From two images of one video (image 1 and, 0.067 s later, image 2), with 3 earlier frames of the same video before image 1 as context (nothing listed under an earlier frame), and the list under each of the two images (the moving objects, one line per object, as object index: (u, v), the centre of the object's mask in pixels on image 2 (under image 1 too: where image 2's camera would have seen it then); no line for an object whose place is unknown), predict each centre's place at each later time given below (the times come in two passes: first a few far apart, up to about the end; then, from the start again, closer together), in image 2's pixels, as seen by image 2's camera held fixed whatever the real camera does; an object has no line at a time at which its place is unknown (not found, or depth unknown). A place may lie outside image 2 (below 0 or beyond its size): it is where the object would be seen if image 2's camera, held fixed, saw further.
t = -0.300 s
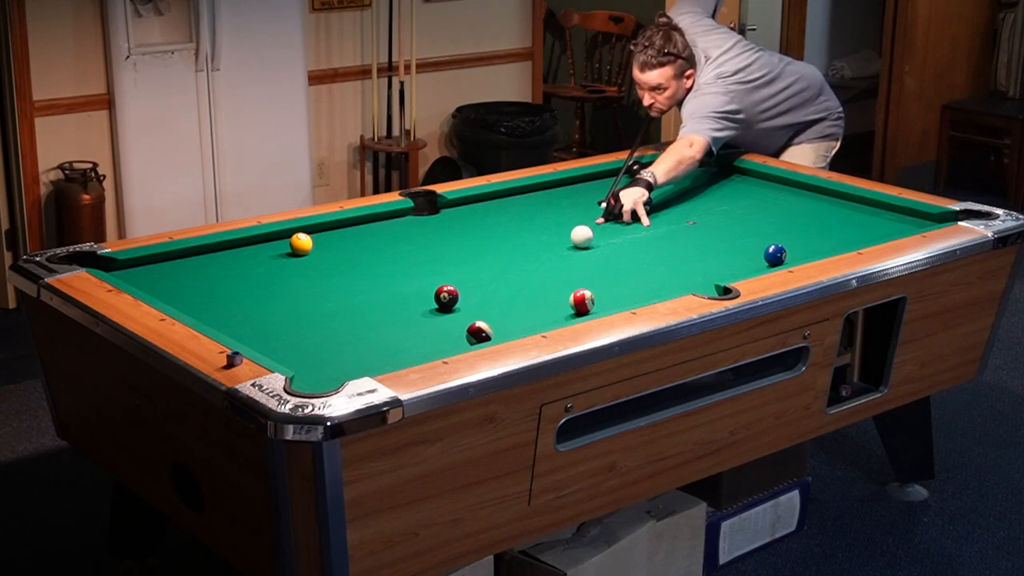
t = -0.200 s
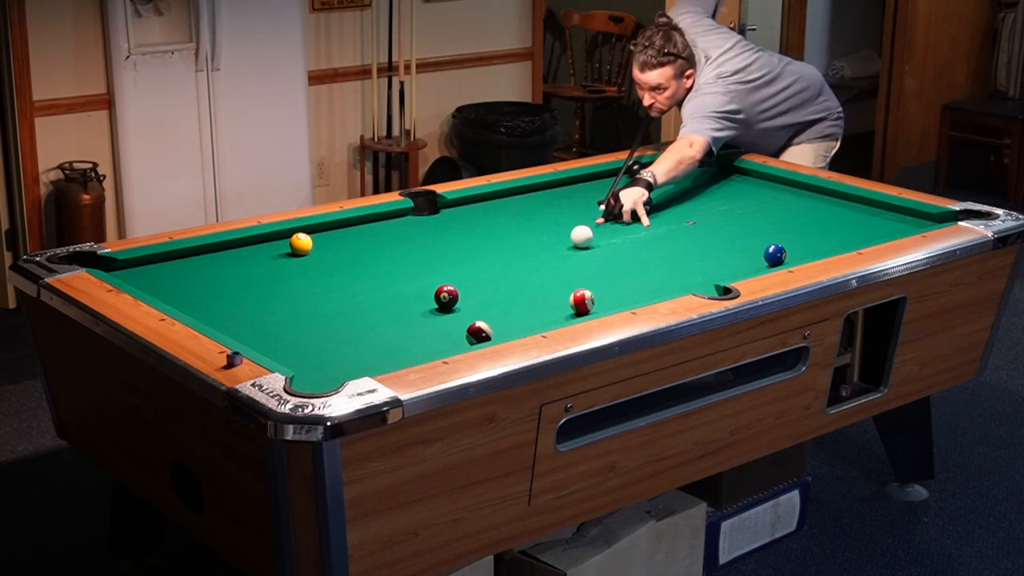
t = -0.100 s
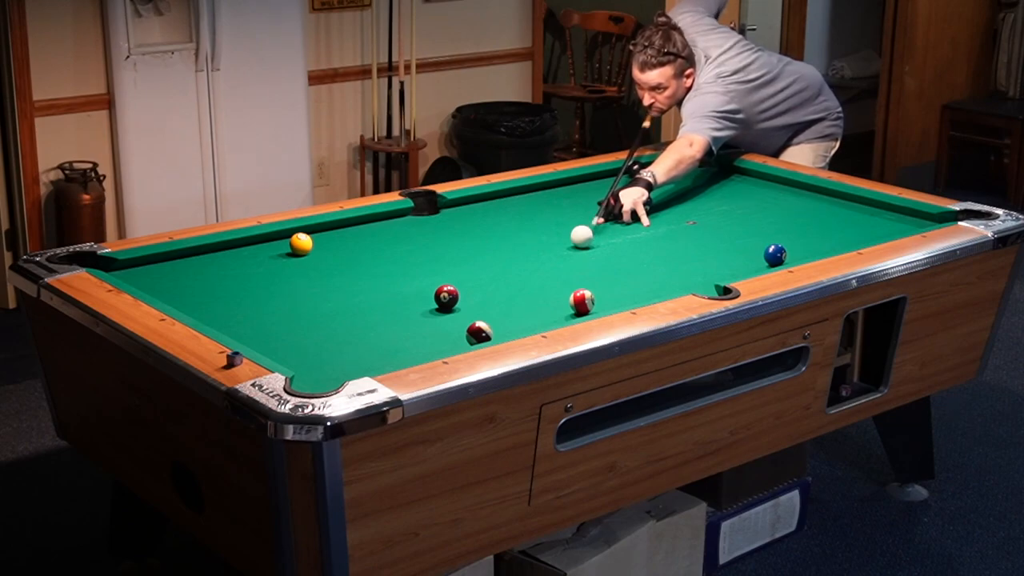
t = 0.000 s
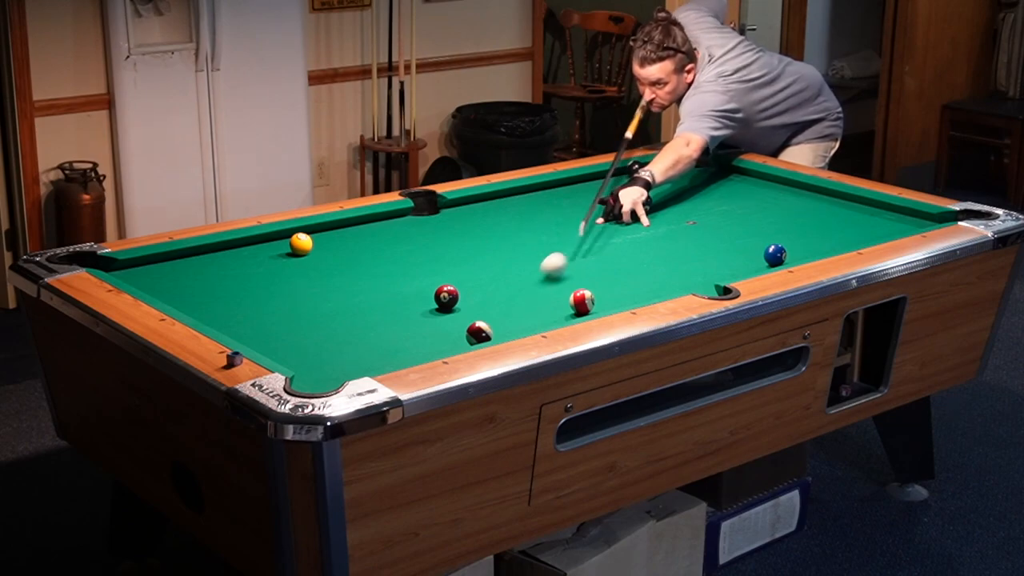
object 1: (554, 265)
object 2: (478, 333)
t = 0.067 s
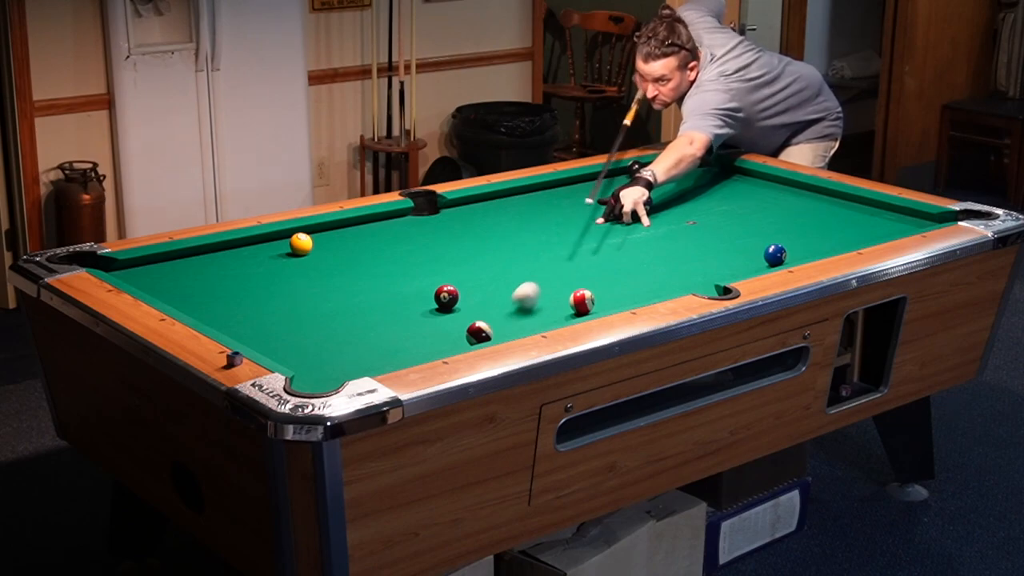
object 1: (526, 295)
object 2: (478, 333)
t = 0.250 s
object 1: (514, 318)
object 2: (347, 371)
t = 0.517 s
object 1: (523, 278)
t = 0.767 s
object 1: (531, 247)
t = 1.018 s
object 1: (538, 220)
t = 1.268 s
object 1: (543, 197)
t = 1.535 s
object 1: (568, 186)
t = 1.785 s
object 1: (610, 187)
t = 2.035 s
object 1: (650, 187)
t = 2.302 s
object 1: (688, 190)
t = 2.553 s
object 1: (723, 191)
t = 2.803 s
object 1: (756, 192)
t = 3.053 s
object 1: (787, 193)
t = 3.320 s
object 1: (818, 195)
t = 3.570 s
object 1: (843, 196)
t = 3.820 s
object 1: (847, 199)
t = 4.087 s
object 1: (850, 203)
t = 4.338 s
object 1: (852, 205)
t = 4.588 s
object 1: (853, 207)
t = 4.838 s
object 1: (854, 209)
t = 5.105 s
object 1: (855, 210)
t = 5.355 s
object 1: (855, 211)
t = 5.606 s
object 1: (855, 211)
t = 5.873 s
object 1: (855, 211)
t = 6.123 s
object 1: (855, 211)
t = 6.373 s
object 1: (855, 211)
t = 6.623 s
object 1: (855, 211)
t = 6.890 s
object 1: (855, 211)
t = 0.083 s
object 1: (519, 304)
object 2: (478, 333)
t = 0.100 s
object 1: (511, 312)
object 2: (478, 333)
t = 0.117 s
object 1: (504, 321)
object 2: (478, 333)
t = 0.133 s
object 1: (501, 326)
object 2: (475, 332)
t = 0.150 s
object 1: (507, 327)
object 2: (459, 337)
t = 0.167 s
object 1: (513, 327)
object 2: (439, 343)
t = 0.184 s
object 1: (513, 326)
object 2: (420, 349)
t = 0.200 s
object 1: (513, 324)
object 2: (402, 354)
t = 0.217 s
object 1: (513, 322)
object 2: (383, 359)
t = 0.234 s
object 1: (513, 320)
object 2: (367, 364)
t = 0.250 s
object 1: (514, 318)
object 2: (347, 371)
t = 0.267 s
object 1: (514, 315)
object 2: (329, 377)
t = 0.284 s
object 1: (515, 312)
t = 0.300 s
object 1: (515, 310)
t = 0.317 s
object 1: (516, 307)
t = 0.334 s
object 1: (517, 304)
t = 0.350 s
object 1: (517, 302)
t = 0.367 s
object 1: (518, 299)
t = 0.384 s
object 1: (518, 297)
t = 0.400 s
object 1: (519, 294)
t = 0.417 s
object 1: (520, 292)
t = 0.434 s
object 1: (520, 290)
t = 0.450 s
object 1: (521, 287)
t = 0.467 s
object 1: (521, 285)
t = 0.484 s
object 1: (522, 283)
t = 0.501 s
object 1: (523, 280)
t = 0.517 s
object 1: (523, 278)
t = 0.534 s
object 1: (524, 276)
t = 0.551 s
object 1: (524, 274)
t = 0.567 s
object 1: (525, 271)
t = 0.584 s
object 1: (525, 269)
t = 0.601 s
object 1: (526, 267)
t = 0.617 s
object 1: (526, 265)
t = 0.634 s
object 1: (527, 263)
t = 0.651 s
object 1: (527, 261)
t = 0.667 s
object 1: (528, 259)
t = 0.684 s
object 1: (528, 257)
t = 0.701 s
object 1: (529, 255)
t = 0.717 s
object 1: (529, 253)
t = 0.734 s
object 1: (530, 251)
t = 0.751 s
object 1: (530, 249)
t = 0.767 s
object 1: (531, 247)
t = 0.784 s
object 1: (531, 245)
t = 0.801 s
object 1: (532, 243)
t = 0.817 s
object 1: (532, 241)
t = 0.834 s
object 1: (533, 239)
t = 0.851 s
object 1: (533, 238)
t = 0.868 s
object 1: (534, 236)
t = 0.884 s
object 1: (534, 234)
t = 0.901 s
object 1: (535, 232)
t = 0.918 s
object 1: (535, 230)
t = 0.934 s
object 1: (535, 229)
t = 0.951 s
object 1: (536, 227)
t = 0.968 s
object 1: (536, 225)
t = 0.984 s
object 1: (537, 223)
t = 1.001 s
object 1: (537, 222)
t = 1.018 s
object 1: (538, 220)
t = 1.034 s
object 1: (538, 218)
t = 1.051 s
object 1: (538, 217)
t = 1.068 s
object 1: (539, 215)
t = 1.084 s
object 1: (539, 213)
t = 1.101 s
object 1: (540, 212)
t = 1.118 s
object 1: (540, 210)
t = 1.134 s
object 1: (540, 209)
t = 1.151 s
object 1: (541, 207)
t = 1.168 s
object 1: (541, 206)
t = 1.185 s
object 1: (541, 204)
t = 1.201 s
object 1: (542, 203)
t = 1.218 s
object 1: (542, 201)
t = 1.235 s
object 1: (542, 200)
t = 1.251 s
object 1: (543, 198)
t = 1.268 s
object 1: (543, 197)
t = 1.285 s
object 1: (544, 195)
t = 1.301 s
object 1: (544, 194)
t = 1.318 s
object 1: (544, 193)
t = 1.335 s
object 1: (545, 191)
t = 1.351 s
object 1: (545, 190)
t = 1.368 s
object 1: (545, 189)
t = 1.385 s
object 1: (545, 187)
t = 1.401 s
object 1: (546, 186)
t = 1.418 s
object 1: (547, 185)
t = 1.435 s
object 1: (550, 185)
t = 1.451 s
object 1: (554, 185)
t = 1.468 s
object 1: (557, 185)
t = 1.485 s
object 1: (560, 186)
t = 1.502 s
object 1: (562, 186)
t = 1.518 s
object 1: (565, 186)
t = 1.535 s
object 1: (568, 186)
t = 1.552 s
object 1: (571, 186)
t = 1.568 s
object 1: (574, 186)
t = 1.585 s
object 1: (577, 186)
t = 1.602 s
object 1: (580, 186)
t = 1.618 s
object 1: (582, 186)
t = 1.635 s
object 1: (585, 187)
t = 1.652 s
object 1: (588, 187)
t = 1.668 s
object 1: (591, 187)
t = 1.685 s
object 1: (593, 187)
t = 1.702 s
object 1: (596, 187)
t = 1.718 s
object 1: (599, 187)
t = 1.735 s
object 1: (602, 187)
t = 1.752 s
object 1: (604, 187)
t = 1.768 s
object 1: (607, 187)
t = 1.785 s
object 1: (610, 187)
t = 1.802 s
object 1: (612, 187)
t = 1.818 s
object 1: (615, 187)
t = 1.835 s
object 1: (618, 187)
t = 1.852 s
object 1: (620, 187)
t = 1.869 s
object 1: (623, 188)
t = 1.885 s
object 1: (625, 188)
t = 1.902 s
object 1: (628, 188)
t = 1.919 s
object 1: (630, 187)
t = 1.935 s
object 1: (633, 187)
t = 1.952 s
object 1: (635, 187)
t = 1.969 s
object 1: (638, 186)
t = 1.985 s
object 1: (641, 186)
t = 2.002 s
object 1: (644, 186)
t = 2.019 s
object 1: (647, 187)
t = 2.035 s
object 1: (650, 187)
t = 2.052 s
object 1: (652, 188)
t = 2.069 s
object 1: (655, 188)
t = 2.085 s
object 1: (657, 189)
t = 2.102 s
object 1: (659, 189)
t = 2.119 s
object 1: (661, 189)
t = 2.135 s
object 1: (664, 189)
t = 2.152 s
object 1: (667, 189)
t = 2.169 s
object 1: (669, 189)
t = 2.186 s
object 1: (671, 189)
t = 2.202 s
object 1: (674, 190)
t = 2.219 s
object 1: (676, 190)
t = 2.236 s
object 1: (679, 190)
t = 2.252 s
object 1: (681, 190)
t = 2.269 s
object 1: (684, 190)
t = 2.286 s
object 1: (686, 190)
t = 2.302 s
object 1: (688, 190)
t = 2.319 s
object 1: (691, 190)
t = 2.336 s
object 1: (693, 190)
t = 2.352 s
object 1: (696, 190)
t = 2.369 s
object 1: (698, 190)
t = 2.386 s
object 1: (700, 190)
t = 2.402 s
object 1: (703, 191)
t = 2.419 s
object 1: (705, 191)
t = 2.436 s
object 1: (707, 191)
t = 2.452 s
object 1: (710, 191)
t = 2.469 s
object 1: (712, 191)
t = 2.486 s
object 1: (714, 191)
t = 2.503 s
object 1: (717, 191)
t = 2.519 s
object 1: (719, 191)
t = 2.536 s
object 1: (721, 191)
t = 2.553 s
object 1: (723, 191)
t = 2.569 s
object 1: (726, 191)
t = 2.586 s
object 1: (728, 191)
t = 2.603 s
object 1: (730, 191)
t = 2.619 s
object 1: (733, 192)
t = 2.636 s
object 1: (735, 192)
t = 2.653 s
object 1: (737, 192)
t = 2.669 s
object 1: (739, 192)
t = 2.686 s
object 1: (741, 192)
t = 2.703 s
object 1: (743, 192)
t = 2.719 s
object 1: (745, 192)
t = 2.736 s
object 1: (748, 192)
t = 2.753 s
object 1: (750, 192)
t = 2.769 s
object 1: (752, 192)
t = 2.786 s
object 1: (754, 192)
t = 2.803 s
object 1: (756, 192)
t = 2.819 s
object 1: (758, 192)
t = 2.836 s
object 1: (760, 193)
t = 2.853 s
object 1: (762, 193)
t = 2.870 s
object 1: (764, 193)
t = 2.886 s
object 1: (767, 193)
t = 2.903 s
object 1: (769, 193)
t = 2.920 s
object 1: (771, 193)
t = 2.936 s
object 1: (773, 193)
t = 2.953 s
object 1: (775, 193)
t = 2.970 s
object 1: (777, 193)
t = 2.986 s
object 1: (779, 193)
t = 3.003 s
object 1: (781, 193)
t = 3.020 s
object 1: (783, 193)
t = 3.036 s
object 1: (785, 193)
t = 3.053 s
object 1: (787, 193)
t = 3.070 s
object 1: (789, 194)
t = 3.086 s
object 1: (791, 194)
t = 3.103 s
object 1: (793, 194)
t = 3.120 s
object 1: (796, 194)
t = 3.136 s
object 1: (797, 194)
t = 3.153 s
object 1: (799, 194)
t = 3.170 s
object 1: (802, 194)
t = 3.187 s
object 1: (803, 194)
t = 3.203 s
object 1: (805, 194)
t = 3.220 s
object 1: (807, 194)
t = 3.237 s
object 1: (808, 194)
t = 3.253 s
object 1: (810, 194)
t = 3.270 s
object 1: (813, 194)
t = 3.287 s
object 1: (814, 194)
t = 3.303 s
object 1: (816, 195)
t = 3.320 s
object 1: (818, 195)
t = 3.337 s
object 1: (820, 195)
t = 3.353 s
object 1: (822, 195)
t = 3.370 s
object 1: (823, 195)
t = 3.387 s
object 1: (825, 195)
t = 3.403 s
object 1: (827, 195)
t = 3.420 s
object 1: (829, 195)
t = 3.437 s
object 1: (830, 195)
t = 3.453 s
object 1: (832, 195)
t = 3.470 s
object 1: (834, 195)
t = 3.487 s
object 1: (836, 195)
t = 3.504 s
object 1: (837, 195)
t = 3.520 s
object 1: (839, 196)
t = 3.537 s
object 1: (841, 195)
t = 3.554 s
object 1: (843, 196)
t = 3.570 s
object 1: (843, 196)
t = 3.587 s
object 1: (843, 196)
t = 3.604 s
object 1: (844, 196)
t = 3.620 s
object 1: (844, 197)
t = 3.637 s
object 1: (844, 197)
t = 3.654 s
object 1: (844, 197)
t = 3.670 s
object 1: (845, 197)
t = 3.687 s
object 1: (845, 198)
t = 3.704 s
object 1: (845, 198)
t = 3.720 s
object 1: (845, 198)
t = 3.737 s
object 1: (846, 198)
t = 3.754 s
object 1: (846, 199)
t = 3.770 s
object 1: (846, 199)
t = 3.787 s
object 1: (846, 199)
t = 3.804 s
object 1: (846, 199)
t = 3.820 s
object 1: (847, 199)
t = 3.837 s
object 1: (847, 200)
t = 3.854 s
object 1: (847, 200)
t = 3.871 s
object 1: (847, 200)
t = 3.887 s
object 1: (848, 200)
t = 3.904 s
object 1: (848, 201)
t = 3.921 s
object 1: (848, 201)
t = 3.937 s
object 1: (848, 201)
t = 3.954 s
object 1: (848, 201)
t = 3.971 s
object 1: (849, 201)
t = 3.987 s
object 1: (849, 202)
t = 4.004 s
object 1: (849, 202)
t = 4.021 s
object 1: (849, 202)
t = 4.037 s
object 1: (849, 202)
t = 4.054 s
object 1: (849, 202)
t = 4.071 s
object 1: (850, 202)
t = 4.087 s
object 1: (850, 203)
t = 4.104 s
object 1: (850, 203)
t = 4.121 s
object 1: (850, 203)
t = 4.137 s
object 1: (850, 203)
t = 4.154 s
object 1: (850, 203)
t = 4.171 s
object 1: (850, 204)
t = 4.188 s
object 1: (850, 204)
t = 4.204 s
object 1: (851, 204)
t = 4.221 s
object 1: (851, 204)
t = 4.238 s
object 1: (851, 204)
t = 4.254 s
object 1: (851, 204)
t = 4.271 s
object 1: (851, 205)
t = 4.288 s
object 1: (851, 205)
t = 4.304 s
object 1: (851, 205)
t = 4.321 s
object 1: (851, 205)
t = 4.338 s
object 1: (852, 205)
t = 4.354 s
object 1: (852, 205)
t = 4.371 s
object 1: (852, 205)
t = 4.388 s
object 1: (852, 206)
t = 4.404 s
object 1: (852, 206)
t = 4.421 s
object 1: (852, 206)
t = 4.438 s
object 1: (852, 206)
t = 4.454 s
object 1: (852, 206)
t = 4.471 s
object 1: (852, 206)
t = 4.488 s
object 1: (853, 206)
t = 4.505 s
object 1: (853, 207)
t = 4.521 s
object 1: (853, 207)
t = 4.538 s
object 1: (853, 207)
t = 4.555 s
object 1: (853, 207)
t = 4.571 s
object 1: (853, 207)
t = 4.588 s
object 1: (853, 207)
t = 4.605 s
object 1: (853, 207)
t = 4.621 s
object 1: (853, 208)
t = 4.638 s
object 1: (853, 208)
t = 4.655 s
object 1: (853, 208)
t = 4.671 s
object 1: (853, 208)
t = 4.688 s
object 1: (853, 208)
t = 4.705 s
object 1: (854, 208)
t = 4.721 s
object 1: (854, 208)
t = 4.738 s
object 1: (854, 208)
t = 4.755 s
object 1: (854, 208)
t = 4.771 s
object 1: (854, 209)
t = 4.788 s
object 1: (854, 209)
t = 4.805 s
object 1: (854, 209)
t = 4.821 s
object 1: (854, 209)
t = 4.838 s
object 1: (854, 209)
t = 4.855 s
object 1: (854, 209)
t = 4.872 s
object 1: (854, 209)
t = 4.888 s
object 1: (854, 209)
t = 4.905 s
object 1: (854, 209)
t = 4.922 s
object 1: (854, 209)
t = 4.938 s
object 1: (854, 209)
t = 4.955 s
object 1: (854, 209)
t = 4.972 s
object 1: (854, 210)
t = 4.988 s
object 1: (854, 210)
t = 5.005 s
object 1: (854, 210)
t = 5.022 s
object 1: (855, 210)
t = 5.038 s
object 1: (855, 210)
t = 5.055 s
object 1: (855, 210)
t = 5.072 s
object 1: (855, 210)
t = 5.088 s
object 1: (855, 210)
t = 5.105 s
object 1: (855, 210)
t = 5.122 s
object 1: (855, 210)
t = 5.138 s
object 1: (855, 210)
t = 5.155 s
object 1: (855, 210)
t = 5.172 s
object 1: (855, 210)
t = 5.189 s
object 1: (855, 210)
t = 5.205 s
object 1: (855, 210)
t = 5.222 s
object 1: (855, 210)
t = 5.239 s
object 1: (855, 211)
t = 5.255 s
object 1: (855, 211)
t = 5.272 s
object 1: (855, 211)
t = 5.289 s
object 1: (855, 211)
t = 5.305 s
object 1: (855, 211)
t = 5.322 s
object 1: (855, 211)
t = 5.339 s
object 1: (855, 211)
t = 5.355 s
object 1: (855, 211)
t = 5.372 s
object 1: (855, 211)
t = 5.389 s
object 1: (855, 211)
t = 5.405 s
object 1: (855, 211)
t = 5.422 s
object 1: (855, 211)
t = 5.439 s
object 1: (855, 211)
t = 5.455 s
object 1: (855, 211)
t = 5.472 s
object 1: (855, 211)
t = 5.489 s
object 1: (855, 211)
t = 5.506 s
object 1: (855, 211)
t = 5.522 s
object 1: (855, 211)
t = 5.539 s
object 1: (855, 211)
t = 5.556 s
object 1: (855, 211)
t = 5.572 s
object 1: (855, 211)
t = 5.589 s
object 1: (855, 211)
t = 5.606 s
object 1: (855, 211)
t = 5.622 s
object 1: (855, 211)
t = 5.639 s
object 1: (855, 211)
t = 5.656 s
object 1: (855, 211)
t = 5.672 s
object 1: (855, 211)
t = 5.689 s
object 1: (855, 211)
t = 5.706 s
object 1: (855, 211)
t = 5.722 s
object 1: (855, 211)
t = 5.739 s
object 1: (855, 211)
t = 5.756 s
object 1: (855, 211)
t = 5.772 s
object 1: (855, 211)
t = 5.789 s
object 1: (855, 211)
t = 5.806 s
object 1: (855, 211)
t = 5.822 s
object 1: (855, 211)
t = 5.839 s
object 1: (855, 211)
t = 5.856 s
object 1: (855, 211)
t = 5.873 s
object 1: (855, 211)
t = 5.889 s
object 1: (855, 211)
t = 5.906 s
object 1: (855, 211)
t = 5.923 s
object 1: (855, 211)
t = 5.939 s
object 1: (855, 211)
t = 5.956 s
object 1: (855, 211)
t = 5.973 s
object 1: (855, 211)
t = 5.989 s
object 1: (855, 211)
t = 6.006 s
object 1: (855, 211)
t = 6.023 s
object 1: (855, 211)
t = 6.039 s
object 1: (855, 211)
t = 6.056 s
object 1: (855, 211)
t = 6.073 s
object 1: (855, 211)
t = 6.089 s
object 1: (855, 211)
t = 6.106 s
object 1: (855, 211)
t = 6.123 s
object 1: (855, 211)
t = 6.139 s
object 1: (855, 211)
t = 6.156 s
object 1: (855, 211)
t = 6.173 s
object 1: (855, 211)
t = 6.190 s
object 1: (855, 211)
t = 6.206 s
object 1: (855, 211)
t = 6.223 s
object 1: (855, 211)
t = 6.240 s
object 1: (855, 211)
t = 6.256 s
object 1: (855, 211)
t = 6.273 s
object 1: (855, 211)
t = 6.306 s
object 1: (855, 211)
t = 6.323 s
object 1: (855, 211)
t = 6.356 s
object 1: (855, 211)
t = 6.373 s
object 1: (855, 211)
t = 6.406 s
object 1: (855, 211)
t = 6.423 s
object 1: (855, 211)
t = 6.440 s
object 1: (855, 211)
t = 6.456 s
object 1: (855, 211)
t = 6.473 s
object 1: (855, 211)
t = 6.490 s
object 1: (855, 211)
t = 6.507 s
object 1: (855, 211)
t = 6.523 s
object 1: (855, 211)
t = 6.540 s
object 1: (855, 211)
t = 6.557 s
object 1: (855, 211)
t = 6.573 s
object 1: (855, 211)
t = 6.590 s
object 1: (855, 211)
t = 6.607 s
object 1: (855, 211)
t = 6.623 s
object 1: (855, 211)
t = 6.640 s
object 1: (855, 211)
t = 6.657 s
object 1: (855, 211)
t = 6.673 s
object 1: (855, 211)
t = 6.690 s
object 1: (855, 211)
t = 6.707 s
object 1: (855, 211)
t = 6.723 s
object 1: (855, 211)
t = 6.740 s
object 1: (855, 211)
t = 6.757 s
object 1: (855, 211)
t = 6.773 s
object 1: (855, 211)
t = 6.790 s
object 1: (855, 211)
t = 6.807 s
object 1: (855, 211)
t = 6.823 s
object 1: (855, 211)
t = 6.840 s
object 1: (855, 211)
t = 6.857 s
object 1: (855, 211)
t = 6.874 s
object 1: (855, 211)
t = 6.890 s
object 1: (855, 211)
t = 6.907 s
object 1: (855, 211)
